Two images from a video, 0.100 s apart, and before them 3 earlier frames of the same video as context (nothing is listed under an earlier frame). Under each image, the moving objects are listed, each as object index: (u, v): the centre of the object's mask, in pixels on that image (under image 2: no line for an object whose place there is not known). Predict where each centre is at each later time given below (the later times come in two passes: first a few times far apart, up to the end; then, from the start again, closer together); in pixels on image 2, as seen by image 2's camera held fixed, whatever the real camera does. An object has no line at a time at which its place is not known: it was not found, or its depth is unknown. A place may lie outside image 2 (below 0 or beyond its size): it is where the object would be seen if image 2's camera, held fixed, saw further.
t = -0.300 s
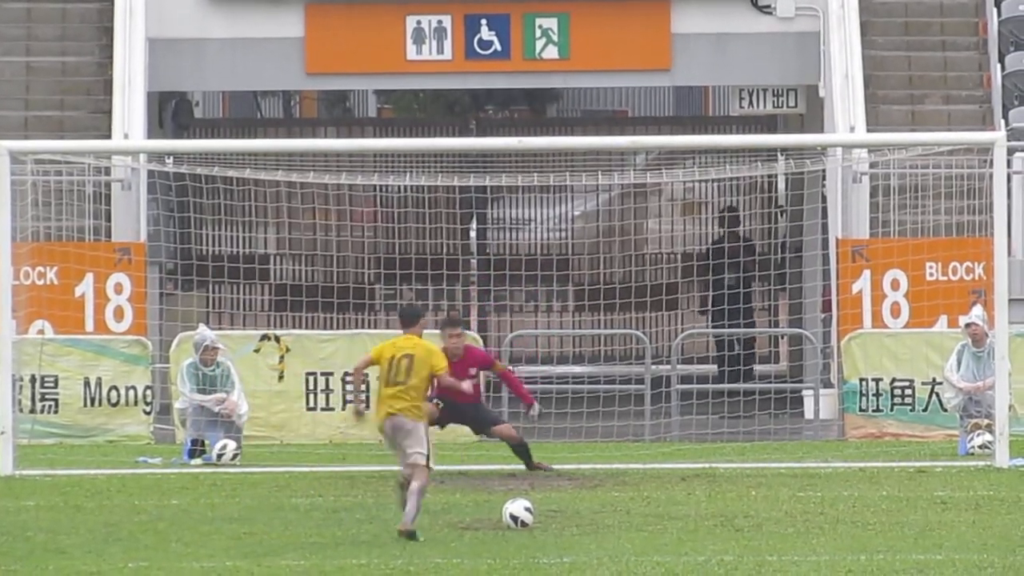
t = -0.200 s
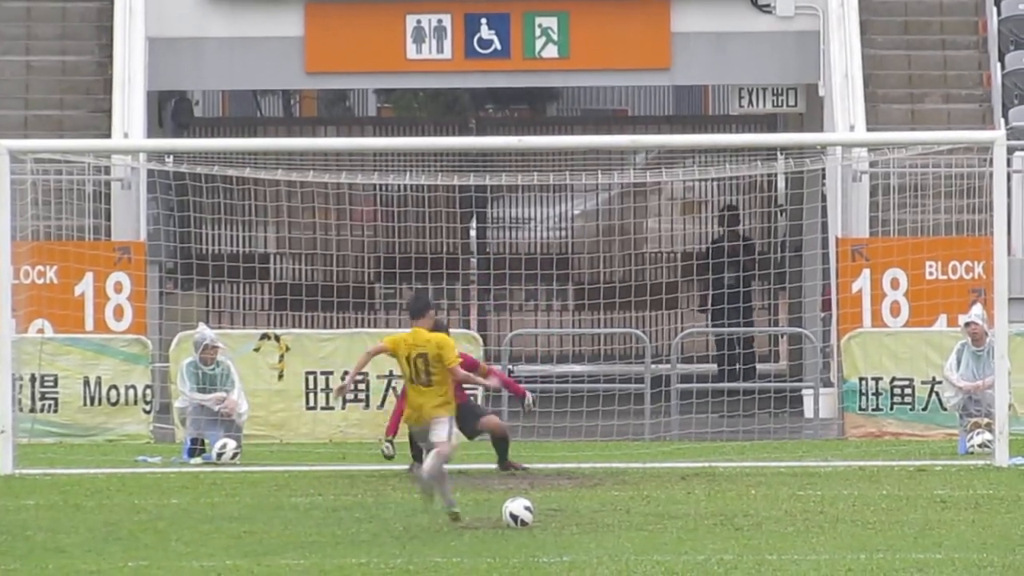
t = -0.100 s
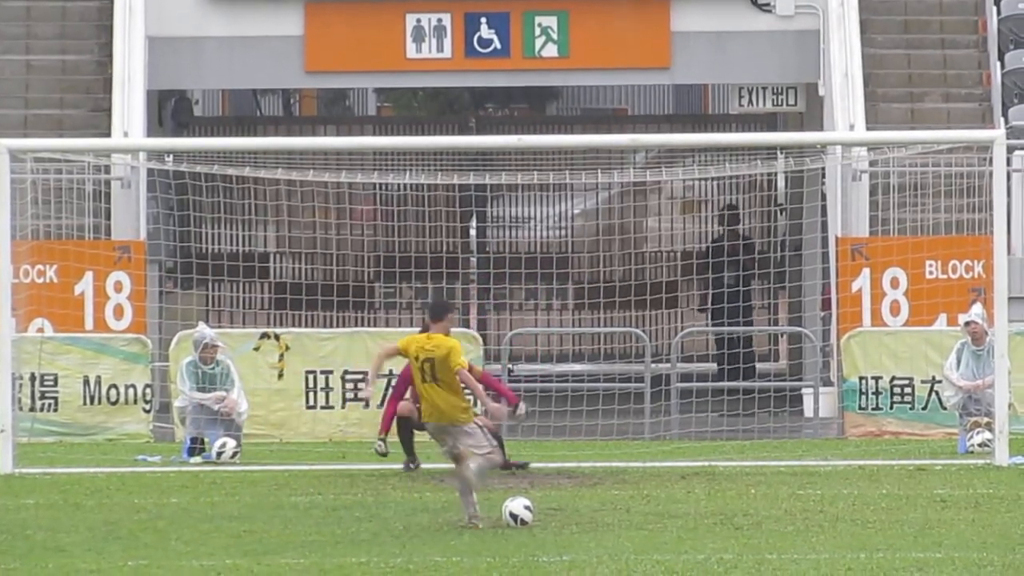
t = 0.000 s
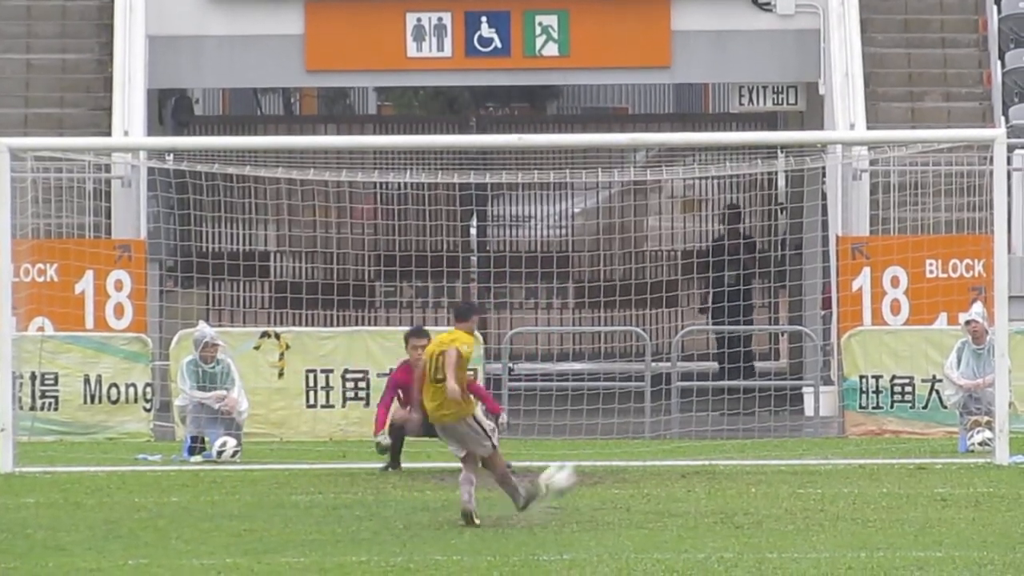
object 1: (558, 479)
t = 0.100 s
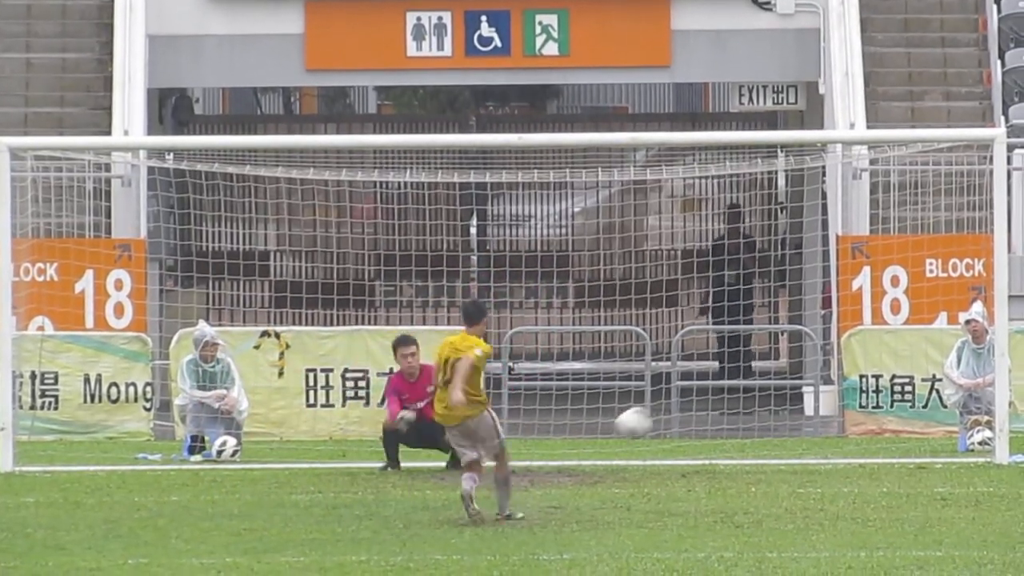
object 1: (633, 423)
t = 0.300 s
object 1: (752, 358)
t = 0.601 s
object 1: (851, 348)
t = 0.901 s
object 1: (884, 406)
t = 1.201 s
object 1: (898, 417)
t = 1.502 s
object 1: (906, 449)
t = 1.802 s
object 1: (918, 445)
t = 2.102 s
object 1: (931, 460)
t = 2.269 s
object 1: (937, 464)
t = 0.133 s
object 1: (657, 408)
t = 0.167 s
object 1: (679, 396)
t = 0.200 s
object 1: (699, 384)
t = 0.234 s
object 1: (719, 374)
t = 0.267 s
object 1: (737, 365)
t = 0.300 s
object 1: (752, 358)
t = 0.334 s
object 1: (767, 352)
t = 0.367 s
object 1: (780, 344)
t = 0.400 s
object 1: (793, 341)
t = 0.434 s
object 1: (805, 334)
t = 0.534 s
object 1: (836, 330)
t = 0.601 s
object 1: (851, 348)
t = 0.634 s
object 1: (858, 354)
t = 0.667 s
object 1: (864, 357)
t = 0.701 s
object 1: (869, 360)
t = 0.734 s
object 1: (873, 364)
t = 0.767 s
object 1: (877, 368)
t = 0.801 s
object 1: (879, 377)
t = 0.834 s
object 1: (881, 384)
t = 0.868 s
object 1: (882, 394)
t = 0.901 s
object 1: (884, 406)
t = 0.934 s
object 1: (888, 420)
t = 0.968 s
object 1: (891, 434)
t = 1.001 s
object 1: (893, 449)
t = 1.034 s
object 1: (894, 447)
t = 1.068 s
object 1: (895, 439)
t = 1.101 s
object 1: (895, 431)
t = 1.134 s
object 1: (896, 425)
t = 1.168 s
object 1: (897, 418)
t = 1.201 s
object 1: (898, 417)
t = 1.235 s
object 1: (899, 414)
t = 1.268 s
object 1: (899, 413)
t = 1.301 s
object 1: (901, 414)
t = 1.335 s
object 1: (902, 416)
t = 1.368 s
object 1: (902, 420)
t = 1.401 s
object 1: (904, 425)
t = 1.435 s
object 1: (904, 432)
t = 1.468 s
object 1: (904, 439)
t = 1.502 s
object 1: (906, 449)
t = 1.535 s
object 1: (906, 457)
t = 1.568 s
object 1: (908, 453)
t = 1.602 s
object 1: (909, 448)
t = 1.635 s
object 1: (911, 443)
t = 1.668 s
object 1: (912, 441)
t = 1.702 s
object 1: (913, 440)
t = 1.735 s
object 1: (915, 441)
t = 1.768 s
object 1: (916, 442)
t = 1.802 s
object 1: (918, 445)
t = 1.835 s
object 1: (919, 451)
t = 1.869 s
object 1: (921, 456)
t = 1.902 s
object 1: (922, 464)
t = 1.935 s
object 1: (924, 462)
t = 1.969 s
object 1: (925, 458)
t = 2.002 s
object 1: (926, 456)
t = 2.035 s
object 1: (927, 456)
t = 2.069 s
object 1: (929, 457)
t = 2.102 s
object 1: (931, 460)
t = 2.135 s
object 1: (932, 463)
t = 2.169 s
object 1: (933, 468)
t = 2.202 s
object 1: (934, 466)
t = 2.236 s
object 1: (935, 464)
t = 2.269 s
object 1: (937, 464)
